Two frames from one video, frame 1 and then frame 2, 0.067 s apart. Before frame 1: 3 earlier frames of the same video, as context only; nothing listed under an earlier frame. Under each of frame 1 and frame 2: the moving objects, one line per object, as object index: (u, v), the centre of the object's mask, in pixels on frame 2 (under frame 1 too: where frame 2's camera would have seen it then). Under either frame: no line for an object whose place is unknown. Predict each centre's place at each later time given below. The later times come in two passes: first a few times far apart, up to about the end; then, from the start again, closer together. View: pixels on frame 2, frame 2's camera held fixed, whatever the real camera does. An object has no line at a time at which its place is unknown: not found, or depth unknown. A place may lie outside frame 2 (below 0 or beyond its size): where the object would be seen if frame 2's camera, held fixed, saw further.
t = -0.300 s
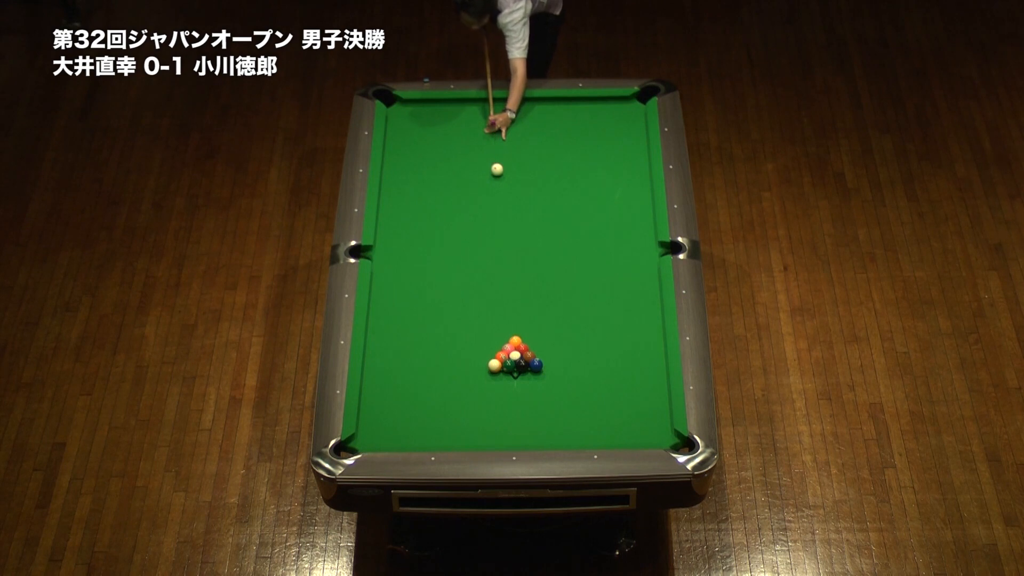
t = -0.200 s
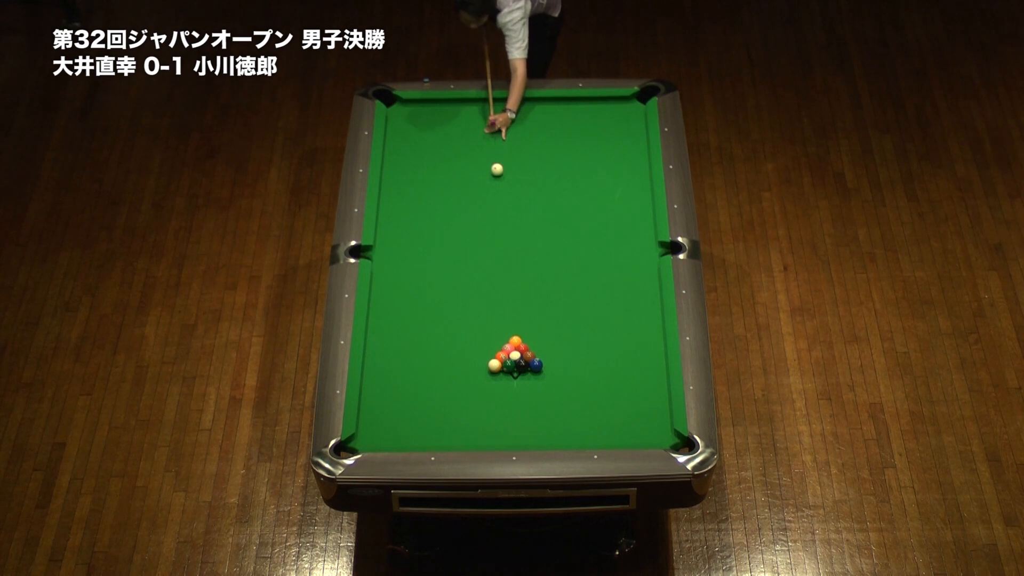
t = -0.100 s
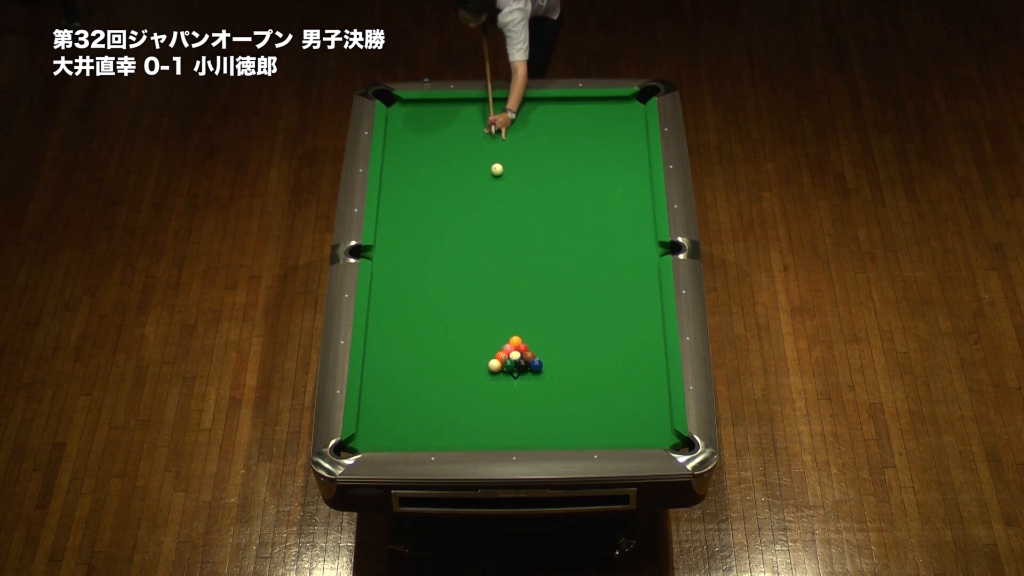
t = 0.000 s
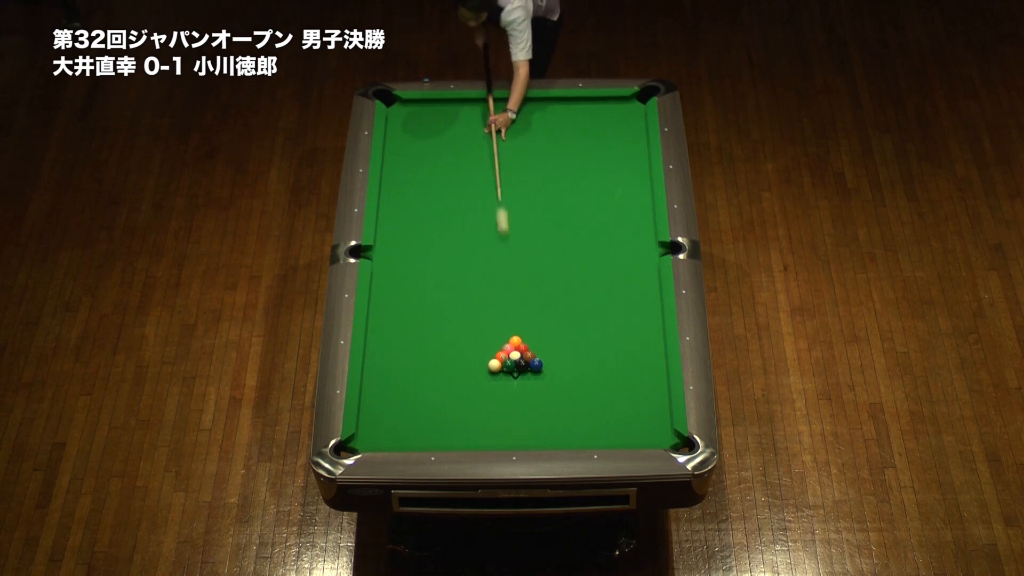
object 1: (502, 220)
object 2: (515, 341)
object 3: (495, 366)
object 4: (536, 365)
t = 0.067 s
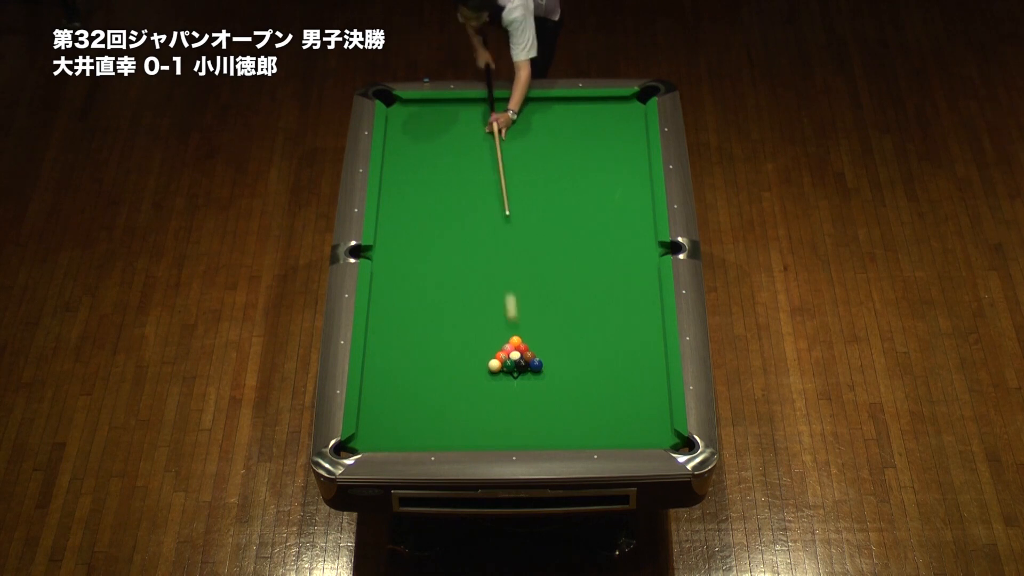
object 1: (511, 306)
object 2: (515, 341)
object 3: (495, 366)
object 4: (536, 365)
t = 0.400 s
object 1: (498, 282)
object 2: (521, 309)
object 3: (378, 374)
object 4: (658, 347)
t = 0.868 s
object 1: (479, 239)
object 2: (529, 265)
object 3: (440, 266)
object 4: (562, 218)
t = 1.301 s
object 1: (502, 235)
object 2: (536, 227)
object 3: (462, 191)
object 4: (501, 131)
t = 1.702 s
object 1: (536, 235)
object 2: (541, 195)
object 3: (466, 131)
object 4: (429, 133)
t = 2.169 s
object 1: (572, 234)
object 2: (547, 162)
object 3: (484, 124)
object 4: (418, 180)
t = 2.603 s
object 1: (604, 229)
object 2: (551, 134)
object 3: (511, 151)
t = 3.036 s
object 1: (638, 215)
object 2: (555, 109)
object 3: (537, 177)
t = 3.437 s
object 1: (639, 206)
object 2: (558, 107)
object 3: (537, 190)
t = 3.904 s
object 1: (639, 204)
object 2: (561, 118)
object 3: (523, 195)
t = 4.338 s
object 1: (625, 204)
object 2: (563, 127)
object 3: (511, 199)
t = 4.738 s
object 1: (630, 203)
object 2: (564, 133)
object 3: (504, 202)
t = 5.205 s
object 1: (631, 203)
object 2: (565, 139)
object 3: (496, 204)
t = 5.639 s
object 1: (631, 203)
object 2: (566, 143)
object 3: (493, 205)
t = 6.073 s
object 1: (631, 203)
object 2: (566, 145)
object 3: (491, 205)
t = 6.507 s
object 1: (631, 203)
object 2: (565, 145)
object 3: (492, 205)
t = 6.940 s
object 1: (630, 203)
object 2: (565, 145)
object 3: (492, 205)
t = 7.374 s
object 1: (630, 203)
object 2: (565, 145)
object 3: (491, 205)
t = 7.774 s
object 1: (631, 203)
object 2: (565, 145)
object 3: (492, 205)
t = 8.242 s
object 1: (631, 203)
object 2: (565, 145)
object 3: (492, 205)
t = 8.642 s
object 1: (631, 203)
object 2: (565, 145)
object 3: (492, 205)
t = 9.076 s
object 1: (631, 203)
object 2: (565, 145)
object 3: (492, 205)
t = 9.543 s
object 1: (630, 203)
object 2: (565, 145)
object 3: (492, 205)
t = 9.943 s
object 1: (631, 203)
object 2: (565, 145)
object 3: (492, 205)
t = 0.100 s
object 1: (513, 326)
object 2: (515, 339)
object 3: (487, 374)
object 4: (545, 376)
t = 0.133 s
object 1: (511, 313)
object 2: (516, 332)
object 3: (469, 393)
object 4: (567, 400)
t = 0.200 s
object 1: (508, 294)
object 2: (517, 326)
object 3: (434, 432)
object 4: (609, 437)
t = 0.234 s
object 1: (506, 287)
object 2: (518, 326)
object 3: (419, 436)
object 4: (620, 423)
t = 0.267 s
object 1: (504, 283)
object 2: (518, 322)
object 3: (410, 423)
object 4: (629, 406)
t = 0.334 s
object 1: (501, 280)
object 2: (520, 316)
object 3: (393, 397)
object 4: (648, 375)
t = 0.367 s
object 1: (499, 282)
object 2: (520, 313)
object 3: (385, 385)
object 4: (657, 360)
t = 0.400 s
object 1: (498, 282)
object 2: (521, 309)
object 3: (378, 374)
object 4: (658, 347)
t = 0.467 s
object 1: (495, 267)
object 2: (522, 303)
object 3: (373, 353)
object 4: (640, 324)
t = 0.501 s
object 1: (493, 263)
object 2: (523, 300)
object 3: (381, 344)
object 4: (632, 313)
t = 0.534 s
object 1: (492, 262)
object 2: (524, 296)
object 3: (388, 336)
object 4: (624, 303)
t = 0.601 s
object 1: (489, 257)
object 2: (525, 290)
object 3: (400, 320)
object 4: (609, 283)
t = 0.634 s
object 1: (488, 254)
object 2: (525, 286)
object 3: (406, 312)
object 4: (602, 274)
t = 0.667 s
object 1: (486, 252)
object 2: (526, 283)
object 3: (412, 305)
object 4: (596, 265)
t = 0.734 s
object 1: (484, 247)
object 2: (527, 277)
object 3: (422, 291)
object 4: (584, 249)
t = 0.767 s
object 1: (483, 244)
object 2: (528, 274)
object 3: (427, 285)
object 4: (578, 241)
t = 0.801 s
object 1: (481, 242)
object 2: (528, 271)
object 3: (431, 278)
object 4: (572, 233)
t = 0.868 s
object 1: (479, 239)
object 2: (529, 265)
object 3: (440, 266)
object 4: (562, 218)
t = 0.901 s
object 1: (478, 237)
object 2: (530, 261)
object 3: (446, 259)
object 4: (557, 211)
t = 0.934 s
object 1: (477, 237)
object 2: (530, 258)
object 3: (450, 253)
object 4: (552, 204)
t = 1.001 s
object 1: (475, 236)
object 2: (531, 252)
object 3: (458, 241)
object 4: (542, 190)
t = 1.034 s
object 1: (476, 236)
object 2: (532, 249)
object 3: (461, 235)
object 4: (537, 183)
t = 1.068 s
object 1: (480, 236)
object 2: (532, 247)
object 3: (461, 229)
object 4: (533, 177)
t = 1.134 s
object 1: (487, 236)
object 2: (533, 241)
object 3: (460, 218)
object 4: (523, 163)
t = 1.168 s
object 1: (490, 236)
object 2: (534, 238)
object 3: (460, 213)
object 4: (519, 157)
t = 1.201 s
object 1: (493, 236)
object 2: (534, 235)
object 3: (461, 208)
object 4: (514, 150)
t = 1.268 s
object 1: (499, 235)
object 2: (535, 230)
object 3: (462, 196)
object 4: (505, 137)
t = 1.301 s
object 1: (502, 235)
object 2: (536, 227)
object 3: (462, 191)
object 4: (501, 131)
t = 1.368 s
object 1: (508, 235)
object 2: (537, 221)
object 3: (463, 181)
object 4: (492, 119)
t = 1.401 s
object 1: (511, 235)
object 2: (537, 218)
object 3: (463, 176)
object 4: (488, 113)
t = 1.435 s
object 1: (514, 235)
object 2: (538, 216)
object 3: (464, 170)
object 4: (483, 106)
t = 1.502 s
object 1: (520, 235)
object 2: (539, 210)
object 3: (464, 160)
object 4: (472, 108)
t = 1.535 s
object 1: (522, 235)
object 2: (539, 208)
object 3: (465, 156)
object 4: (465, 112)
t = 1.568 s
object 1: (525, 235)
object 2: (540, 205)
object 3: (465, 151)
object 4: (458, 117)
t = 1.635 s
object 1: (531, 235)
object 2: (541, 200)
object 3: (466, 141)
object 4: (443, 125)
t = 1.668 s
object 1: (533, 235)
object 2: (541, 198)
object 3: (466, 136)
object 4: (436, 129)
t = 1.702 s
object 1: (536, 235)
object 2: (541, 195)
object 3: (466, 131)
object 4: (429, 133)
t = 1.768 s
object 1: (542, 235)
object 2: (542, 190)
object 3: (467, 122)
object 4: (415, 140)
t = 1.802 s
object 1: (544, 235)
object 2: (543, 188)
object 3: (467, 117)
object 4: (408, 143)
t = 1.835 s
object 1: (547, 235)
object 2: (543, 185)
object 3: (468, 113)
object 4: (401, 146)
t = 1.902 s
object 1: (552, 235)
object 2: (544, 180)
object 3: (468, 103)
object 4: (388, 153)
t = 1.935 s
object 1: (555, 235)
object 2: (544, 178)
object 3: (469, 103)
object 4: (392, 156)
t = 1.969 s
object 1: (557, 235)
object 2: (545, 176)
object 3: (472, 107)
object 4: (397, 160)
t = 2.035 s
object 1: (562, 234)
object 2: (545, 171)
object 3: (476, 113)
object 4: (405, 166)
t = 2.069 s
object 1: (565, 234)
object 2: (545, 169)
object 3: (478, 116)
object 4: (408, 170)
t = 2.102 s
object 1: (567, 234)
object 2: (546, 167)
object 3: (480, 119)
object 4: (411, 173)
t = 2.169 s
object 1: (572, 234)
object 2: (547, 162)
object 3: (484, 124)
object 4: (418, 180)
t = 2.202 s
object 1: (574, 234)
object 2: (547, 160)
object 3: (487, 126)
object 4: (421, 183)
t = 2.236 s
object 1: (577, 234)
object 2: (548, 157)
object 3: (489, 128)
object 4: (424, 187)
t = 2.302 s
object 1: (582, 234)
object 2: (548, 153)
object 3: (493, 133)
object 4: (431, 194)
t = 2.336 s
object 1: (584, 234)
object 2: (548, 151)
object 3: (495, 134)
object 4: (434, 197)
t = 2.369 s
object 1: (586, 234)
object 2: (549, 149)
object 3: (497, 137)
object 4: (437, 200)
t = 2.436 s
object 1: (591, 233)
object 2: (549, 144)
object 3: (501, 141)
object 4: (446, 203)
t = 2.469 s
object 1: (593, 233)
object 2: (550, 142)
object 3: (503, 143)
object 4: (453, 203)
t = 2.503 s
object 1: (596, 232)
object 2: (550, 140)
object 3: (505, 145)
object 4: (458, 202)
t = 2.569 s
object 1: (601, 230)
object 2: (551, 136)
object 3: (509, 149)
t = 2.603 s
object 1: (604, 229)
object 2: (551, 134)
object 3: (511, 151)
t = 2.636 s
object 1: (607, 227)
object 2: (551, 132)
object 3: (513, 153)
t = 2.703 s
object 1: (613, 225)
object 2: (552, 128)
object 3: (518, 157)
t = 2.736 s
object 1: (615, 224)
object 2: (552, 126)
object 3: (519, 159)
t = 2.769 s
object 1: (618, 223)
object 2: (552, 124)
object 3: (521, 161)
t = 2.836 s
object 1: (623, 221)
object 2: (553, 120)
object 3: (525, 165)
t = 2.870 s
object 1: (626, 220)
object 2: (553, 119)
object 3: (527, 167)
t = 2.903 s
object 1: (628, 219)
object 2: (554, 117)
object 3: (529, 169)
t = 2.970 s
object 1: (633, 217)
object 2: (554, 113)
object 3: (533, 173)
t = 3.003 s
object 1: (636, 216)
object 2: (555, 111)
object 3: (535, 175)
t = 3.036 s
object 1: (638, 215)
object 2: (555, 109)
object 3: (537, 177)
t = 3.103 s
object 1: (643, 213)
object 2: (555, 106)
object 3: (541, 181)
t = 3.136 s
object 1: (646, 212)
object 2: (556, 104)
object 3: (543, 183)
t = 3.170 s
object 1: (648, 211)
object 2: (556, 102)
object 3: (545, 185)
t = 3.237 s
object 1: (647, 209)
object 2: (557, 102)
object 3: (546, 187)
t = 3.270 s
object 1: (645, 209)
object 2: (557, 103)
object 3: (543, 187)
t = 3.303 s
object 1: (644, 208)
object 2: (557, 104)
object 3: (542, 188)
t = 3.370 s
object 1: (642, 207)
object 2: (557, 105)
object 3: (539, 189)
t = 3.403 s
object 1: (640, 206)
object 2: (557, 106)
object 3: (538, 189)
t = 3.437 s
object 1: (639, 206)
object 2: (558, 107)
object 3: (537, 190)
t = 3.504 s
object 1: (637, 204)
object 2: (558, 109)
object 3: (535, 190)
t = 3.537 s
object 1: (636, 204)
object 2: (558, 110)
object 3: (534, 191)
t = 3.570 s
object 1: (635, 203)
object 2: (559, 110)
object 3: (533, 191)
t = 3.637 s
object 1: (641, 203)
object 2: (559, 112)
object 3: (530, 192)
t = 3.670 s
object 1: (644, 203)
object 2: (559, 113)
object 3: (529, 193)
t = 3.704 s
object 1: (648, 203)
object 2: (560, 114)
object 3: (528, 193)
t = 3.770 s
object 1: (645, 204)
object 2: (560, 115)
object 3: (526, 194)
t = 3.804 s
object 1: (644, 204)
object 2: (560, 116)
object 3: (526, 194)
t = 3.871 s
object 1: (641, 204)
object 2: (561, 117)
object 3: (524, 195)
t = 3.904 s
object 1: (639, 204)
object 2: (561, 118)
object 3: (523, 195)
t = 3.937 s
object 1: (637, 204)
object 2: (561, 119)
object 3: (522, 195)
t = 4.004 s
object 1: (635, 204)
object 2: (561, 120)
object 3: (520, 196)
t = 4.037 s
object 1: (633, 204)
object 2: (561, 121)
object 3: (519, 197)
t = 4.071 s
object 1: (632, 204)
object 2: (562, 122)
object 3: (518, 197)
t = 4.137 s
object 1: (629, 204)
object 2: (562, 123)
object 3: (517, 198)
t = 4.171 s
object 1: (628, 204)
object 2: (562, 124)
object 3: (516, 198)
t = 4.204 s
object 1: (627, 204)
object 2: (562, 124)
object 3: (515, 198)
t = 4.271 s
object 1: (624, 204)
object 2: (562, 126)
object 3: (513, 198)
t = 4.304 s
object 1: (625, 204)
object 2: (563, 126)
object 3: (512, 199)
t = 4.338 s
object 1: (625, 204)
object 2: (563, 127)
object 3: (511, 199)
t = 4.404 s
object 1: (626, 204)
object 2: (563, 128)
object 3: (510, 199)
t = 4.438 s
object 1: (627, 204)
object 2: (563, 129)
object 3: (509, 200)
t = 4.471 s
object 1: (627, 204)
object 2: (563, 129)
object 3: (509, 200)
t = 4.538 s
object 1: (628, 204)
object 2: (563, 130)
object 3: (507, 200)
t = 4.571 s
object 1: (628, 203)
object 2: (564, 131)
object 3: (507, 201)
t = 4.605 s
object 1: (628, 203)
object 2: (564, 131)
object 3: (506, 201)
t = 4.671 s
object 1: (629, 203)
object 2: (564, 133)
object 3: (505, 201)
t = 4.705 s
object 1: (629, 203)
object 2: (564, 133)
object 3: (504, 201)
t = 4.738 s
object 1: (630, 203)
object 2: (564, 133)
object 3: (504, 202)
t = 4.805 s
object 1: (630, 203)
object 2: (564, 135)
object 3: (502, 202)
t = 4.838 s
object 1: (630, 203)
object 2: (565, 135)
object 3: (502, 202)
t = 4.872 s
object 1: (630, 203)
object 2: (565, 135)
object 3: (501, 203)
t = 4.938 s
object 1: (630, 203)
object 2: (565, 136)
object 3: (500, 203)
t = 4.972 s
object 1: (631, 203)
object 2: (565, 137)
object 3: (500, 203)
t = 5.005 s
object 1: (631, 203)
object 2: (565, 137)
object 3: (499, 203)
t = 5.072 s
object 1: (631, 203)
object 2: (565, 138)
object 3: (498, 203)
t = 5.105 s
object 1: (631, 203)
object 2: (565, 138)
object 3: (498, 204)
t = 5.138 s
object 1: (631, 203)
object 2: (565, 139)
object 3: (497, 204)
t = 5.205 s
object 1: (631, 203)
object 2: (565, 139)
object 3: (496, 204)
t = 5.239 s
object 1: (631, 203)
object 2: (565, 140)
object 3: (496, 204)
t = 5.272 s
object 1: (631, 203)
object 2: (565, 140)
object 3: (496, 204)
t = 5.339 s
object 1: (631, 203)
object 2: (565, 141)
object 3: (495, 205)
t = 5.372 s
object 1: (631, 203)
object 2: (566, 141)
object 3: (495, 205)
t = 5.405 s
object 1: (631, 203)
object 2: (566, 141)
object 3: (494, 205)
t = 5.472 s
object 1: (631, 203)
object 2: (566, 142)
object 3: (494, 205)
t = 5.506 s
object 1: (631, 203)
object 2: (566, 142)
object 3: (494, 205)
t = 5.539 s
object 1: (631, 203)
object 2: (566, 142)
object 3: (493, 205)
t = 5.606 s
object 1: (631, 203)
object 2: (566, 143)
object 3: (493, 205)
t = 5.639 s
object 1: (631, 203)
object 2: (566, 143)
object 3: (493, 205)
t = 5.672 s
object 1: (631, 203)
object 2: (566, 143)
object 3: (492, 205)
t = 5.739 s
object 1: (630, 203)
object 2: (566, 143)
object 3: (492, 205)
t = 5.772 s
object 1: (631, 203)
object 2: (566, 144)
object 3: (492, 205)
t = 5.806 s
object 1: (631, 203)
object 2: (566, 144)
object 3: (492, 205)
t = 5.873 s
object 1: (631, 203)
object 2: (566, 144)
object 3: (492, 205)
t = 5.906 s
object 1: (631, 203)
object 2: (566, 144)
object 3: (492, 205)
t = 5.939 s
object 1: (631, 203)
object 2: (566, 144)
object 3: (492, 205)
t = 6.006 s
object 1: (631, 203)
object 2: (566, 145)
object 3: (491, 205)
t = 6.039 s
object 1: (631, 203)
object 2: (566, 145)
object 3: (491, 205)
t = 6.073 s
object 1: (631, 203)
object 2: (566, 145)
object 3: (491, 205)
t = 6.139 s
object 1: (630, 203)
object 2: (565, 145)
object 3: (491, 205)
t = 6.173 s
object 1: (630, 203)
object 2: (565, 145)
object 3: (491, 206)
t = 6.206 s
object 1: (630, 203)
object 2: (565, 145)
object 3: (491, 206)
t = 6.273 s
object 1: (630, 203)
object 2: (565, 145)
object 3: (492, 206)
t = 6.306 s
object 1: (630, 203)
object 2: (565, 145)
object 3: (492, 205)
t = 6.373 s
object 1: (630, 203)
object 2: (565, 145)
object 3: (492, 206)
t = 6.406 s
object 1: (631, 203)
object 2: (565, 145)
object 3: (492, 206)
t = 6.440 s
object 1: (631, 203)
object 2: (565, 145)
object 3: (492, 206)
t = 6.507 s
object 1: (631, 203)
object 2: (565, 145)
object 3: (492, 205)
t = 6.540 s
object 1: (631, 203)
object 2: (565, 145)
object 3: (492, 206)
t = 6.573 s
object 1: (631, 203)
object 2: (565, 145)
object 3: (492, 206)
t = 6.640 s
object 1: (631, 203)
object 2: (565, 145)
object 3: (492, 205)
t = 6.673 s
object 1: (630, 203)
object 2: (565, 145)
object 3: (492, 206)
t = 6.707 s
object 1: (630, 203)
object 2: (565, 145)
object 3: (492, 206)
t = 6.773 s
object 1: (631, 203)
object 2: (565, 145)
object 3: (492, 205)
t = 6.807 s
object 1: (630, 203)
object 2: (565, 145)
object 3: (492, 205)
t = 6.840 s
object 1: (630, 203)
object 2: (565, 145)
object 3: (492, 205)
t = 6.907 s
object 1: (630, 203)
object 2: (565, 145)
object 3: (492, 205)
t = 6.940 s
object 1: (630, 203)
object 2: (565, 145)
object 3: (492, 205)
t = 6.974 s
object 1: (631, 203)
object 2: (565, 145)
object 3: (492, 205)
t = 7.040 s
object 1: (630, 203)
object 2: (565, 145)
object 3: (492, 205)
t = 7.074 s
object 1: (630, 203)
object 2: (565, 145)
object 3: (492, 205)
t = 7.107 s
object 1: (630, 203)
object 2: (565, 145)
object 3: (492, 205)
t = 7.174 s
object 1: (631, 203)
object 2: (565, 145)
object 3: (492, 205)
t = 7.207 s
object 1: (630, 203)
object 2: (565, 145)
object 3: (491, 206)
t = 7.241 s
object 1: (630, 203)
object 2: (565, 145)
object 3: (491, 205)
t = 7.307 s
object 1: (630, 203)
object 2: (565, 145)
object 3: (492, 205)
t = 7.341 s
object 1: (631, 203)
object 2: (565, 145)
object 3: (492, 205)
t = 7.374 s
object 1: (630, 203)
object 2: (565, 145)
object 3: (491, 205)
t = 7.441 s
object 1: (631, 203)
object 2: (565, 145)
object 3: (492, 205)
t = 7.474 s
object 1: (631, 203)
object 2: (565, 145)
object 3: (492, 205)
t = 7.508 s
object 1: (630, 203)
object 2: (565, 145)
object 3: (492, 205)
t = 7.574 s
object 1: (631, 203)
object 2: (565, 145)
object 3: (492, 205)
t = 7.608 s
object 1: (631, 203)
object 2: (565, 145)
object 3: (492, 205)
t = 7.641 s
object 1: (630, 203)
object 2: (565, 145)
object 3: (492, 205)
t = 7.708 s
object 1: (631, 203)
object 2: (565, 145)
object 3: (492, 205)
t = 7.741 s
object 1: (631, 203)
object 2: (565, 145)
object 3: (492, 205)
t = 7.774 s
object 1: (631, 203)
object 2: (565, 145)
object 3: (492, 205)
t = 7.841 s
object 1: (631, 203)
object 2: (565, 145)
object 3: (492, 205)
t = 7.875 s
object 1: (631, 203)
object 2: (565, 145)
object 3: (492, 205)
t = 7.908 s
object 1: (631, 203)
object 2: (565, 145)
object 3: (492, 205)
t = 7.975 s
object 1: (631, 203)
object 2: (565, 145)
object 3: (492, 205)
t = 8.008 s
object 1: (631, 203)
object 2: (565, 145)
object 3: (492, 205)
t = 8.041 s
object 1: (631, 203)
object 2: (565, 145)
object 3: (492, 205)
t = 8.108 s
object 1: (631, 203)
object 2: (565, 145)
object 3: (492, 205)
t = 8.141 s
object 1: (631, 203)
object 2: (565, 145)
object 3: (492, 205)
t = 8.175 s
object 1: (631, 203)
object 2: (565, 145)
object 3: (492, 205)
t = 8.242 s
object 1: (631, 203)
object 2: (565, 145)
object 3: (492, 205)
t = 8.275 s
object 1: (631, 203)
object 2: (565, 145)
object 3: (492, 205)
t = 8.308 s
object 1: (631, 203)
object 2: (565, 145)
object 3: (492, 205)
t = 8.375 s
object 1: (630, 203)
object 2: (565, 145)
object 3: (492, 205)
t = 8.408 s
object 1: (631, 203)
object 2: (565, 145)
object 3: (492, 205)
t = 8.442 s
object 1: (631, 203)
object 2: (565, 145)
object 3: (492, 205)
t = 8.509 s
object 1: (631, 203)
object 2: (565, 145)
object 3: (492, 205)
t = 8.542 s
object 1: (631, 203)
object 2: (565, 145)
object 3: (492, 205)
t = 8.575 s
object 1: (631, 203)
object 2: (565, 145)
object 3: (492, 205)
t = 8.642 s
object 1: (631, 203)
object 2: (565, 145)
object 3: (492, 205)
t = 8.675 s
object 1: (631, 203)
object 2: (565, 145)
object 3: (492, 205)
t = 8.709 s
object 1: (630, 203)
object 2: (565, 145)
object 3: (492, 205)
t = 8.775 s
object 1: (630, 203)
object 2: (565, 145)
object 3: (492, 205)
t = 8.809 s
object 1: (631, 203)
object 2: (565, 145)
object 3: (492, 205)
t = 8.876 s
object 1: (630, 203)
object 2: (565, 145)
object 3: (492, 205)
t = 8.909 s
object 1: (630, 203)
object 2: (565, 145)
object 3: (492, 205)
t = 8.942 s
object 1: (631, 203)
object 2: (565, 145)
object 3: (492, 205)
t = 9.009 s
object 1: (631, 203)
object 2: (565, 145)
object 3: (492, 205)
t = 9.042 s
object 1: (631, 203)
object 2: (565, 145)
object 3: (492, 205)
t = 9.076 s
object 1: (631, 203)
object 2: (565, 145)
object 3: (492, 205)
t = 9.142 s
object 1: (630, 203)
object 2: (565, 145)
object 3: (492, 205)
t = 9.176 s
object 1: (630, 203)
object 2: (565, 145)
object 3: (492, 205)
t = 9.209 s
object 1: (631, 203)
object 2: (565, 145)
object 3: (492, 205)
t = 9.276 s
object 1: (631, 203)
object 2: (565, 145)
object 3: (492, 205)
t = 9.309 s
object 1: (630, 203)
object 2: (565, 145)
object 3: (492, 205)
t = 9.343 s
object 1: (630, 203)
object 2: (565, 145)
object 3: (492, 205)
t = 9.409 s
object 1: (631, 203)
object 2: (565, 145)
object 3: (492, 205)
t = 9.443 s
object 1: (630, 203)
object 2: (565, 145)
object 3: (492, 205)
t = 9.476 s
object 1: (631, 203)
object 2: (565, 145)
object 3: (492, 205)
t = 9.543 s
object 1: (630, 203)
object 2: (565, 145)
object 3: (492, 205)
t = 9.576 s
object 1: (631, 203)
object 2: (565, 145)
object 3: (492, 205)
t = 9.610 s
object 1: (630, 203)
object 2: (565, 145)
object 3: (492, 205)
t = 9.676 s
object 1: (631, 203)
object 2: (565, 145)
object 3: (492, 205)
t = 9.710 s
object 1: (631, 203)
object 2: (565, 145)
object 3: (492, 205)
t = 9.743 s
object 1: (631, 203)
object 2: (565, 145)
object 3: (492, 205)
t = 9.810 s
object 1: (631, 203)
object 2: (565, 145)
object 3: (492, 205)
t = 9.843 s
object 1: (631, 203)
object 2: (565, 145)
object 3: (492, 205)
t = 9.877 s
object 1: (631, 203)
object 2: (565, 145)
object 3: (492, 205)
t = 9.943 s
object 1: (631, 203)
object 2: (565, 145)
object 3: (492, 205)
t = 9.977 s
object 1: (631, 203)
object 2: (565, 145)
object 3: (492, 205)
